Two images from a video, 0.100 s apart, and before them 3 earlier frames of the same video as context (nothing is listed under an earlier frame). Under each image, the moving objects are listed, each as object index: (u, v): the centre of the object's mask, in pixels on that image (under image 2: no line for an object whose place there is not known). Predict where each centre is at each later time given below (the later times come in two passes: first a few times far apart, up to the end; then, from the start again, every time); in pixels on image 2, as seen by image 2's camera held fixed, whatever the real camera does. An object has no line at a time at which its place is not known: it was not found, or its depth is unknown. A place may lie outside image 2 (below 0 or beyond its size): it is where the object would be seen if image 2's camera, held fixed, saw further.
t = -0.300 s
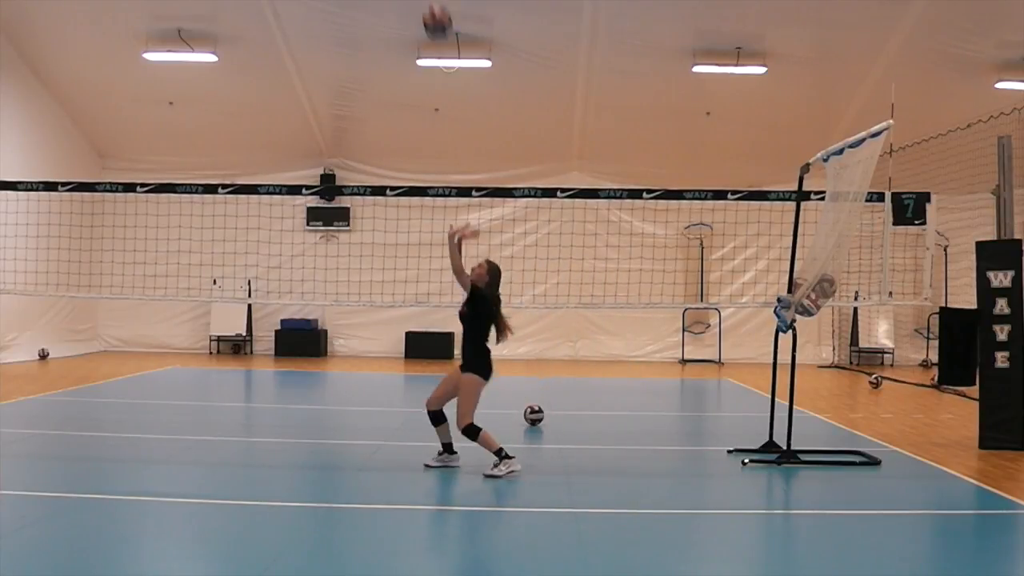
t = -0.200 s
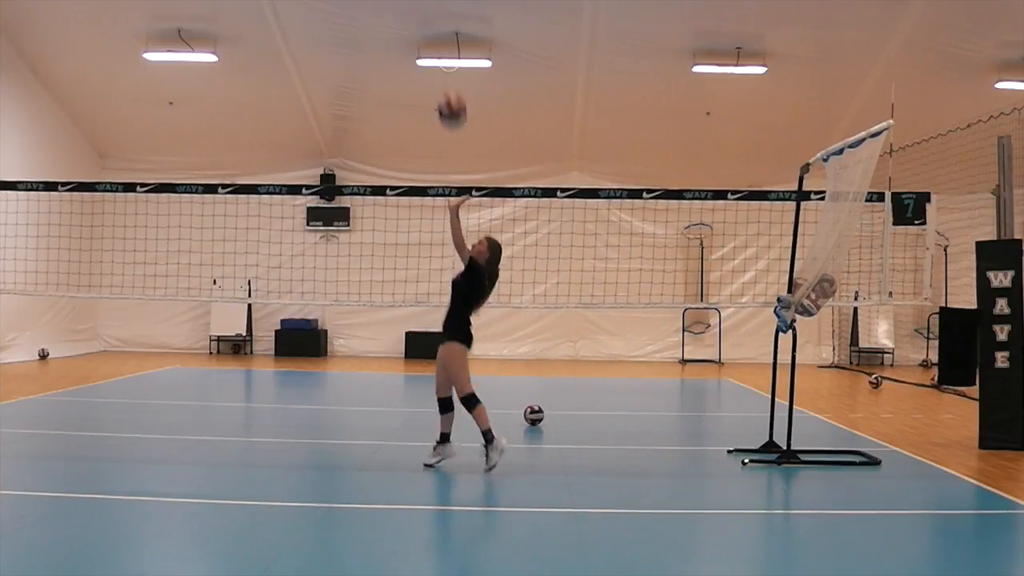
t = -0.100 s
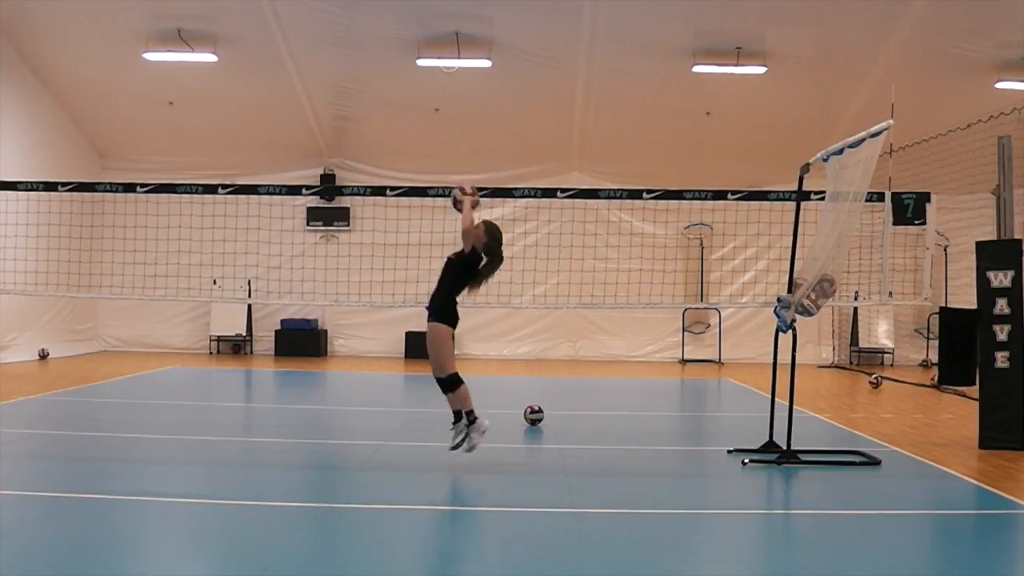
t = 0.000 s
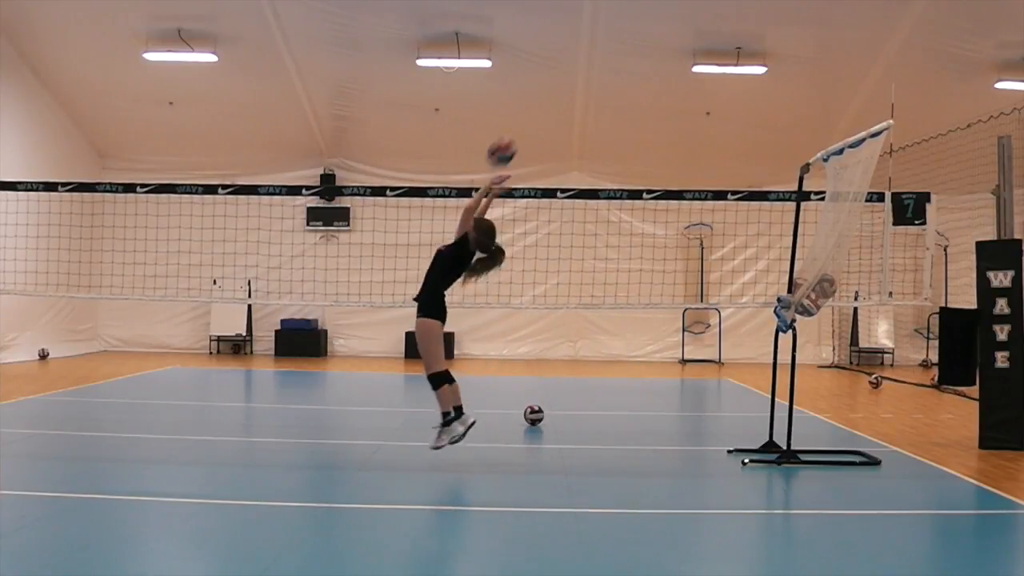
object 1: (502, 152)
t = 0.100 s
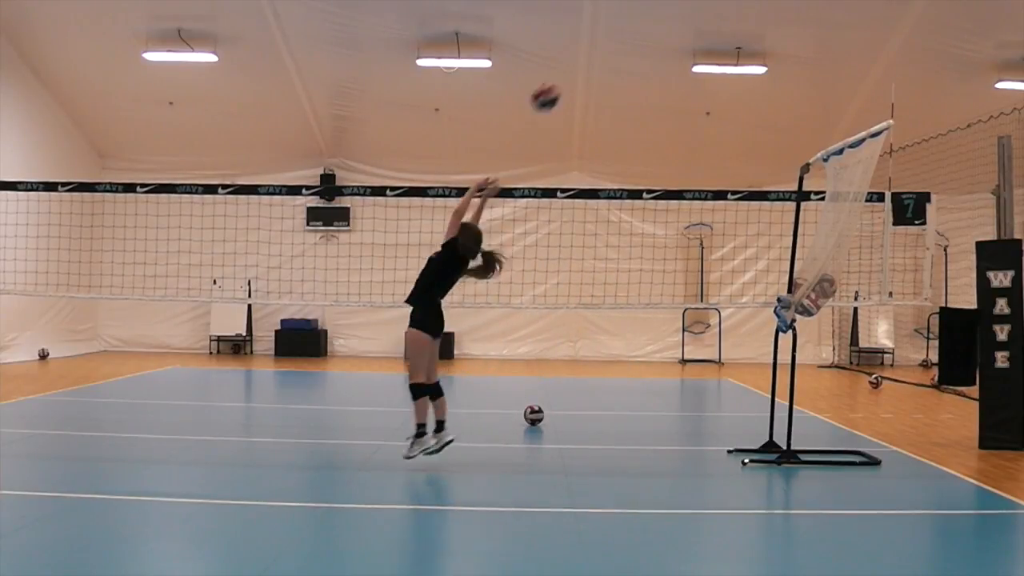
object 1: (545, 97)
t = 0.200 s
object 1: (587, 58)
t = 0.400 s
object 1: (664, 21)
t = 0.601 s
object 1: (736, 36)
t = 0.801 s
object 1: (802, 97)
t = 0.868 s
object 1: (823, 127)
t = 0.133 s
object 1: (559, 82)
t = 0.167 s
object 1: (573, 69)
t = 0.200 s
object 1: (587, 58)
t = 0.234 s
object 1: (600, 47)
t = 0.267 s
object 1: (614, 40)
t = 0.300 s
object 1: (627, 33)
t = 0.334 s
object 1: (640, 27)
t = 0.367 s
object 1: (652, 24)
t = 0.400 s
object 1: (664, 21)
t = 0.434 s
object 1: (677, 20)
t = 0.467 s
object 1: (689, 21)
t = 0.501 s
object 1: (701, 23)
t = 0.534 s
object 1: (712, 26)
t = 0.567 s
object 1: (724, 30)
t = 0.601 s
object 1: (736, 36)
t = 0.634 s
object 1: (747, 42)
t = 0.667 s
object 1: (758, 50)
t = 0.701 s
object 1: (770, 60)
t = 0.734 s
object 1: (780, 71)
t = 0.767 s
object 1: (791, 83)
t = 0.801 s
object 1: (802, 97)
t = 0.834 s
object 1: (812, 111)
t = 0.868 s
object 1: (823, 127)
